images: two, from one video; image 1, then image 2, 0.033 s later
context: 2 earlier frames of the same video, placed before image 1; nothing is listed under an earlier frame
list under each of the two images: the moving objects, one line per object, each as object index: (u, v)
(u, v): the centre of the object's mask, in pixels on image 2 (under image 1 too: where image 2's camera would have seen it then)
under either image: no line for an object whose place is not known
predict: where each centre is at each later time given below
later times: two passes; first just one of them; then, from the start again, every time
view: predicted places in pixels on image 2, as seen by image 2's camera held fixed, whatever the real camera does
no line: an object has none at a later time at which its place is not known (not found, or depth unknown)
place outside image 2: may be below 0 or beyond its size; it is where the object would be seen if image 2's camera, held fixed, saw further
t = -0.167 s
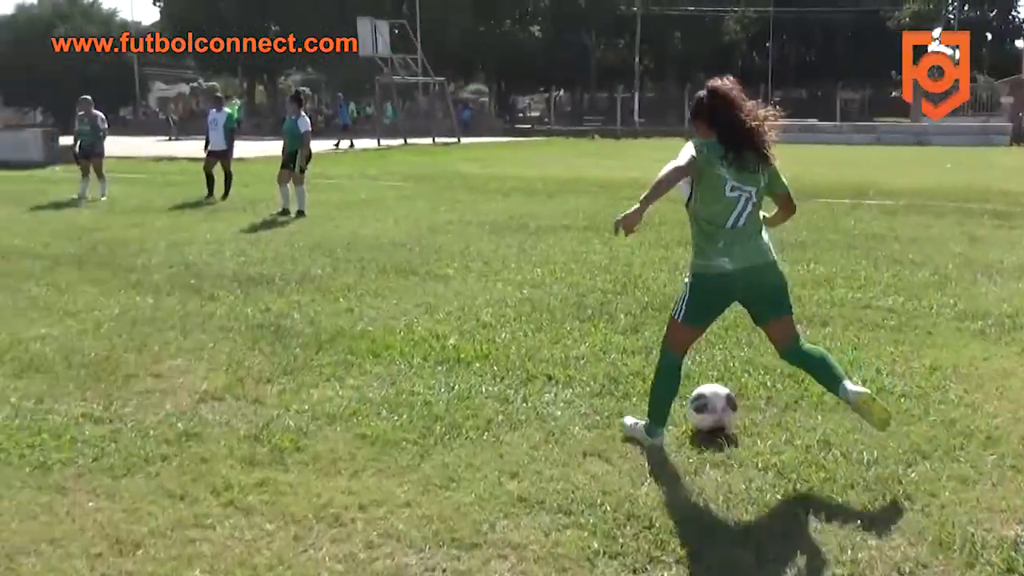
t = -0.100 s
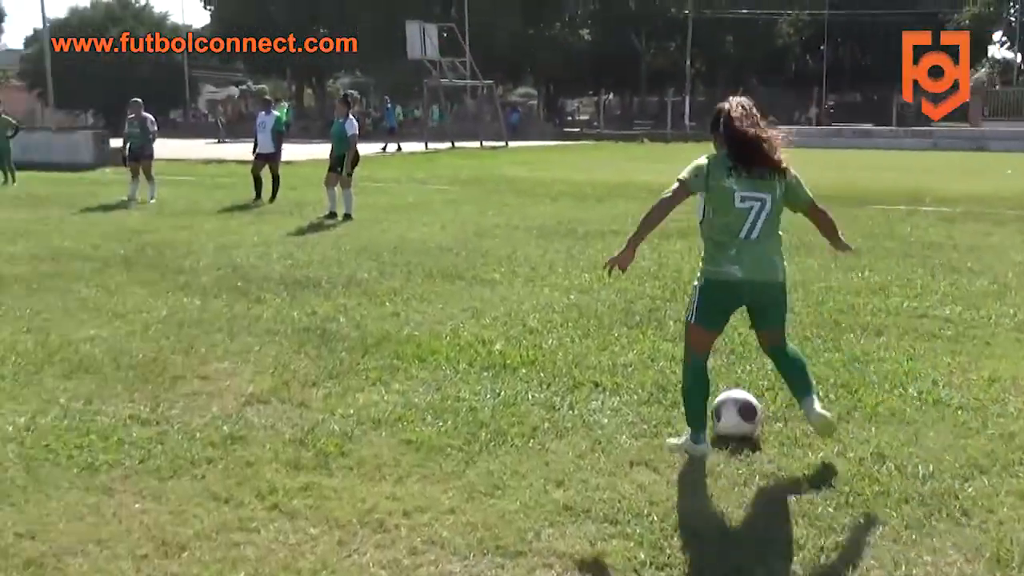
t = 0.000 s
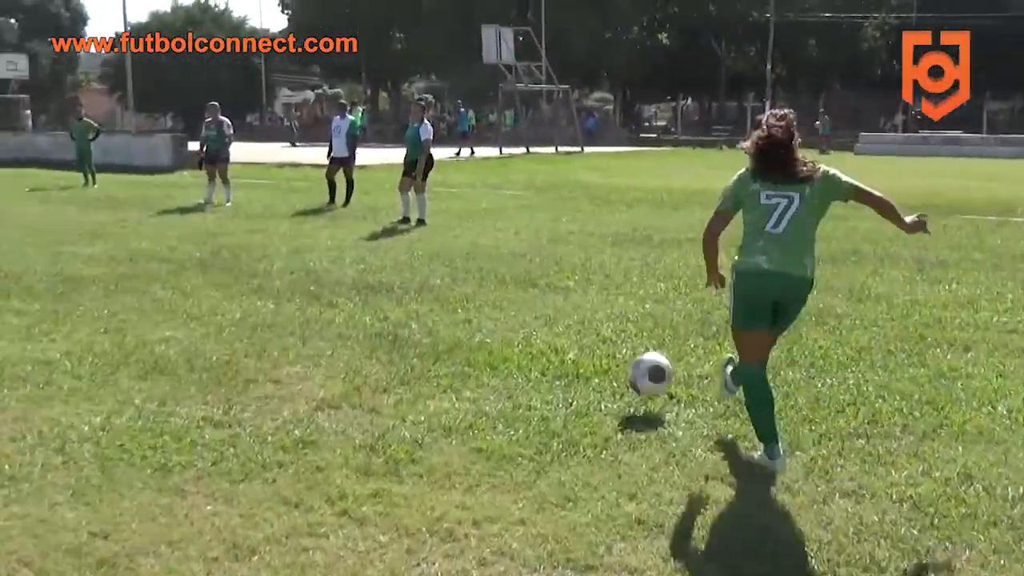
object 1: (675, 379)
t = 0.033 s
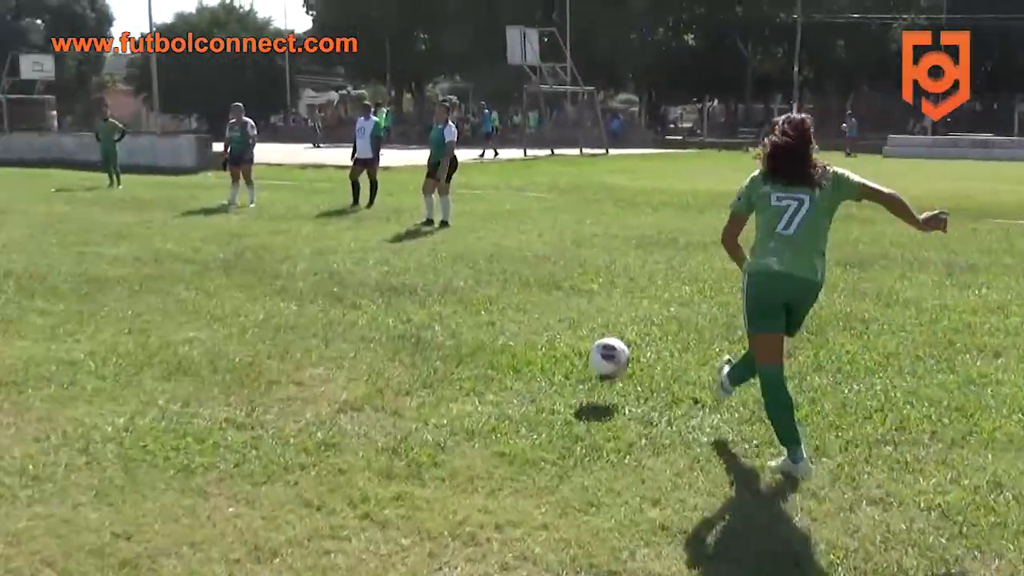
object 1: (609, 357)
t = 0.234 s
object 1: (321, 304)
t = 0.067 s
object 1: (548, 341)
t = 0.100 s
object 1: (494, 330)
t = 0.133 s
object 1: (445, 320)
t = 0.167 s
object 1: (399, 313)
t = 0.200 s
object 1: (359, 308)
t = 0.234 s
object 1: (321, 304)
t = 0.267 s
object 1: (285, 304)
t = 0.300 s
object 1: (251, 304)
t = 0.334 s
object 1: (223, 294)
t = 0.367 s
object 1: (198, 285)
